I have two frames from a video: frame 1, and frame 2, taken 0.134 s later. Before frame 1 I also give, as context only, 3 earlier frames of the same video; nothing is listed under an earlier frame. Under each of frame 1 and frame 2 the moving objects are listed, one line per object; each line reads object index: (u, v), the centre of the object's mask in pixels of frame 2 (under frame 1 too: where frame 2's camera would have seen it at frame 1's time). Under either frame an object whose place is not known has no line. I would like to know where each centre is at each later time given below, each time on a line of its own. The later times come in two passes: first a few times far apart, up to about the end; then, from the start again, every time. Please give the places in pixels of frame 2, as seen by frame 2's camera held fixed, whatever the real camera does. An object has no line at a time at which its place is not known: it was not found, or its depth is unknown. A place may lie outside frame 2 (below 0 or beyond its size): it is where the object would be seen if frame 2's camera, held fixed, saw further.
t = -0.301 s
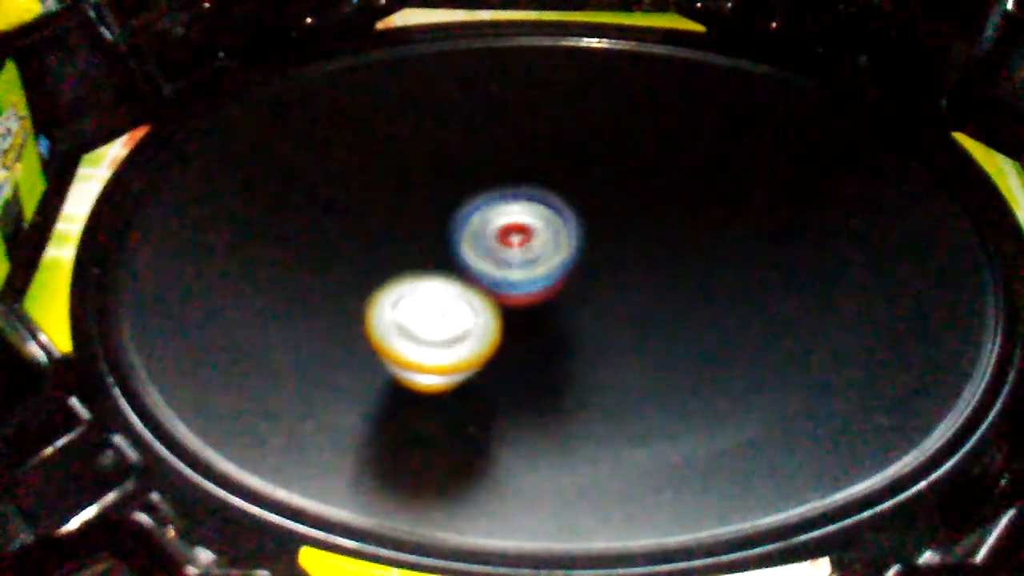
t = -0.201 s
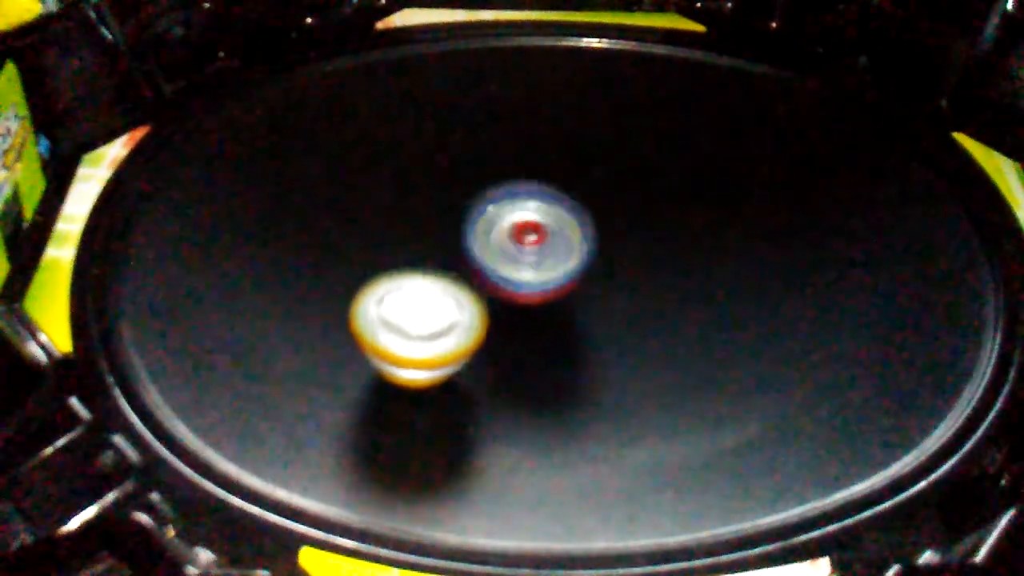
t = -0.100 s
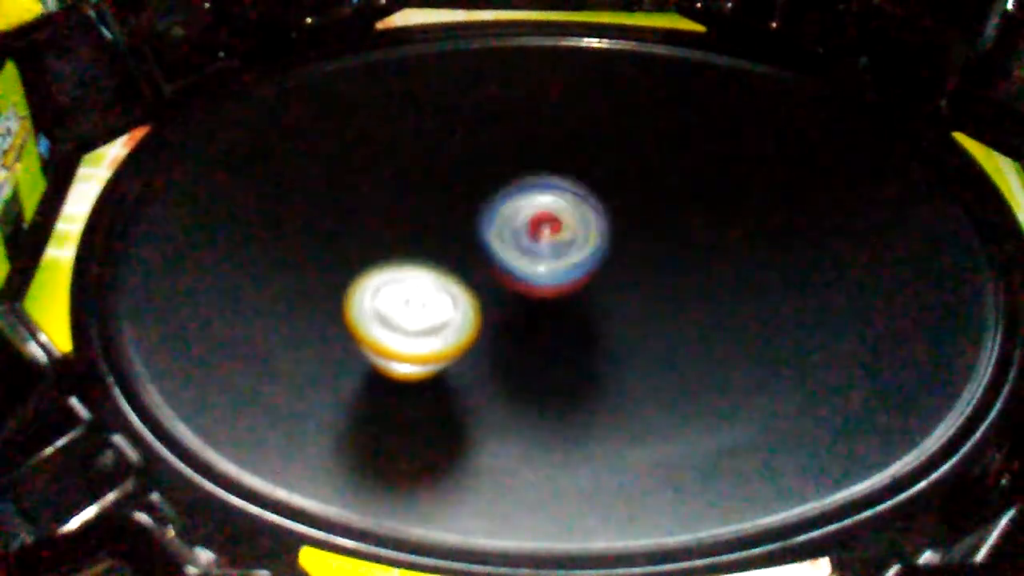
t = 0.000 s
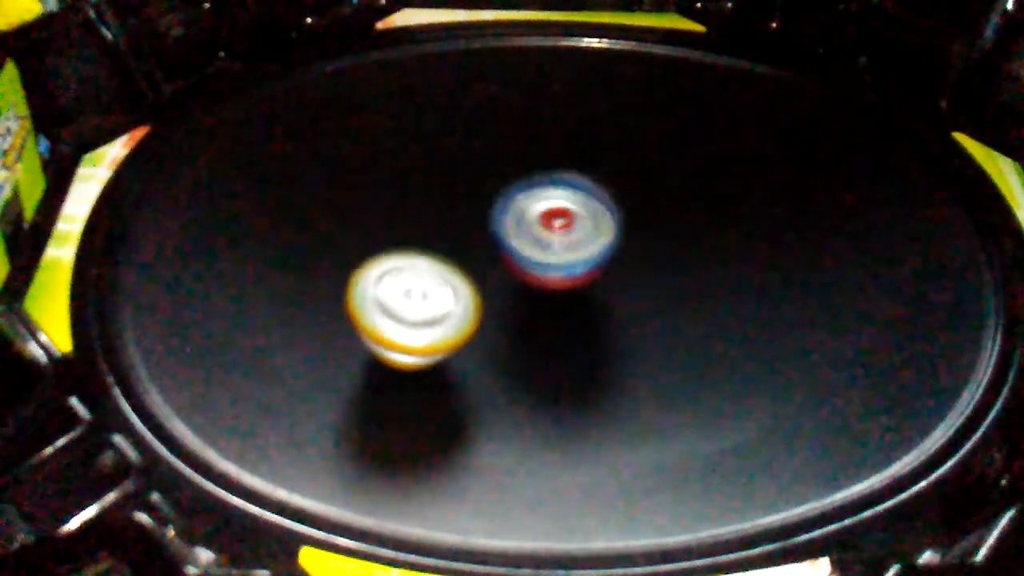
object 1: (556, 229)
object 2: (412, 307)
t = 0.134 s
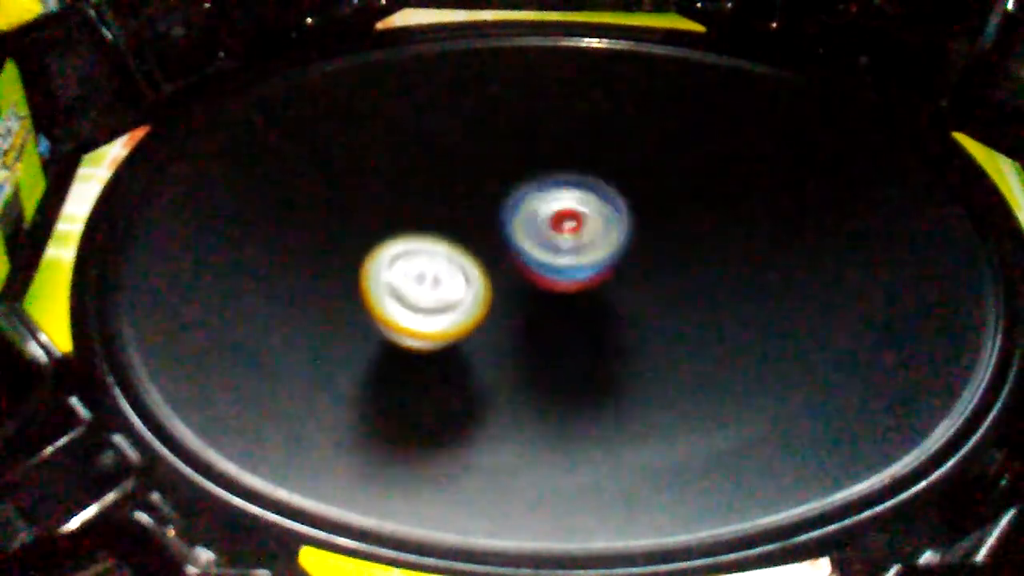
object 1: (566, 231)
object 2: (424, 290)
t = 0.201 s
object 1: (568, 234)
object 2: (434, 281)
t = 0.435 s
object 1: (624, 258)
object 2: (467, 255)
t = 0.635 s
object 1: (662, 275)
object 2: (506, 246)
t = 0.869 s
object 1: (677, 307)
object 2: (534, 238)
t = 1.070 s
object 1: (663, 331)
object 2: (547, 250)
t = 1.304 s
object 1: (597, 355)
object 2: (529, 234)
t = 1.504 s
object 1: (523, 320)
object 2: (517, 212)
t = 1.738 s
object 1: (400, 297)
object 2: (525, 184)
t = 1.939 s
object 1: (389, 311)
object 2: (537, 185)
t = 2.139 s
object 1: (389, 312)
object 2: (542, 211)
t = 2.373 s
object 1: (389, 312)
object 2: (529, 250)
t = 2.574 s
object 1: (383, 310)
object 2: (503, 272)
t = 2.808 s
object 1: (378, 304)
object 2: (509, 275)
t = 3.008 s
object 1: (378, 304)
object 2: (518, 274)
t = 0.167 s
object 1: (570, 233)
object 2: (429, 286)
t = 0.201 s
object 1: (568, 234)
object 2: (434, 281)
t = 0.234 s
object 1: (571, 236)
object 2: (440, 277)
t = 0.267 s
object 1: (570, 238)
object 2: (446, 274)
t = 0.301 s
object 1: (578, 242)
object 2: (447, 269)
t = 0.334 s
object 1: (588, 247)
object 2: (451, 264)
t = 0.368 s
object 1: (600, 250)
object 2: (456, 260)
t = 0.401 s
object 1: (612, 255)
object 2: (462, 257)
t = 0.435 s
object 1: (624, 258)
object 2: (467, 255)
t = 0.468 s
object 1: (634, 259)
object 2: (474, 253)
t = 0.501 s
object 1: (645, 264)
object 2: (480, 251)
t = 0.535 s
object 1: (650, 265)
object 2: (486, 249)
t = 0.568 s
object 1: (657, 269)
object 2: (493, 248)
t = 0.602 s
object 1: (658, 272)
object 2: (499, 247)
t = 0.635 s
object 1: (662, 275)
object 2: (506, 246)
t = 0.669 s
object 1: (662, 279)
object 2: (513, 245)
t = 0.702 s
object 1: (661, 278)
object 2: (520, 244)
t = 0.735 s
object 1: (660, 280)
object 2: (527, 245)
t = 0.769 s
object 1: (658, 283)
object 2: (531, 244)
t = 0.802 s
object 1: (666, 291)
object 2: (532, 241)
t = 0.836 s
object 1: (673, 300)
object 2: (532, 238)
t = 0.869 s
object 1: (677, 307)
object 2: (534, 238)
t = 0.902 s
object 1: (681, 312)
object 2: (537, 240)
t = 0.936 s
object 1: (683, 319)
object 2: (540, 241)
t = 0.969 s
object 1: (682, 324)
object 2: (542, 243)
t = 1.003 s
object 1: (681, 328)
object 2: (544, 245)
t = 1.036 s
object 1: (674, 332)
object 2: (545, 248)
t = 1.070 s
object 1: (663, 331)
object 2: (547, 250)
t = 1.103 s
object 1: (658, 329)
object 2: (547, 253)
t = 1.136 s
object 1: (649, 329)
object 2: (547, 256)
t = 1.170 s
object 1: (636, 336)
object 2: (543, 250)
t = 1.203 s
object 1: (625, 346)
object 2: (540, 243)
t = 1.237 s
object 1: (613, 352)
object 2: (535, 237)
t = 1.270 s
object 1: (604, 355)
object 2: (533, 235)
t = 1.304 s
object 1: (597, 355)
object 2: (529, 234)
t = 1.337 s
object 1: (588, 350)
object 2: (526, 232)
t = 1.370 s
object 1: (579, 346)
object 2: (523, 230)
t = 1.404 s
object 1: (571, 337)
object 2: (519, 228)
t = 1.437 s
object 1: (555, 330)
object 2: (518, 225)
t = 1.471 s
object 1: (541, 326)
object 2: (516, 218)
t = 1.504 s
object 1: (523, 320)
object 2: (517, 212)
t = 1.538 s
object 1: (502, 316)
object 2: (521, 207)
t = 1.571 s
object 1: (486, 309)
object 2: (521, 202)
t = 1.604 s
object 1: (467, 302)
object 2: (520, 197)
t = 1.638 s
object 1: (447, 297)
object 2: (521, 194)
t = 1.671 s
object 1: (426, 294)
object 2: (522, 190)
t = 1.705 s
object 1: (410, 294)
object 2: (523, 186)
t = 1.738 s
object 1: (400, 297)
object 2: (525, 184)
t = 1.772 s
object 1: (395, 301)
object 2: (527, 182)
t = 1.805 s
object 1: (392, 304)
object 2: (528, 181)
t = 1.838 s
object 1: (391, 306)
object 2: (531, 181)
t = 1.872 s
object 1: (390, 308)
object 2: (533, 181)
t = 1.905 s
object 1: (390, 309)
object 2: (535, 183)
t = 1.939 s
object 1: (389, 311)
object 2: (537, 185)
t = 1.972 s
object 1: (388, 312)
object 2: (539, 188)
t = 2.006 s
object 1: (388, 314)
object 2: (540, 192)
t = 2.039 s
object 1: (388, 314)
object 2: (541, 196)
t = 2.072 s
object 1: (388, 312)
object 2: (543, 201)
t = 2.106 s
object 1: (389, 312)
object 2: (543, 206)
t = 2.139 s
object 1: (389, 312)
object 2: (542, 211)
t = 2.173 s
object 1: (389, 312)
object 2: (544, 216)
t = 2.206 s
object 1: (389, 312)
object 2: (543, 222)
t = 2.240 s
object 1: (389, 312)
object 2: (542, 228)
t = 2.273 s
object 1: (389, 312)
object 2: (540, 233)
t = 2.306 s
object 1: (389, 312)
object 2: (537, 239)
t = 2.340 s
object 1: (389, 312)
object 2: (533, 244)
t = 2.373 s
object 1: (389, 312)
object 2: (529, 250)
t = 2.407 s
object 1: (389, 312)
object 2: (522, 254)
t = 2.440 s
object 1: (389, 312)
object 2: (515, 259)
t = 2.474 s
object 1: (389, 312)
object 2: (508, 264)
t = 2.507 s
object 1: (388, 312)
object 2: (502, 267)
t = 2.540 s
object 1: (384, 311)
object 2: (502, 269)
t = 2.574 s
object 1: (383, 310)
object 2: (503, 272)
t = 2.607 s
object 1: (381, 309)
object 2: (503, 273)
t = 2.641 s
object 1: (380, 307)
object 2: (502, 274)
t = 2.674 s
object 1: (377, 306)
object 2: (504, 275)
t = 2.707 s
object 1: (377, 304)
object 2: (504, 275)
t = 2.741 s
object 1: (377, 304)
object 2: (505, 275)
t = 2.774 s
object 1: (377, 304)
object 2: (508, 276)
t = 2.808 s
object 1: (378, 304)
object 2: (509, 275)
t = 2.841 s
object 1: (377, 304)
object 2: (510, 276)
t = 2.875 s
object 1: (378, 304)
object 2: (513, 276)
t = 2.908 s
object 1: (377, 304)
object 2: (514, 276)
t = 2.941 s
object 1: (378, 304)
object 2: (515, 276)
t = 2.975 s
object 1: (378, 304)
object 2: (517, 275)
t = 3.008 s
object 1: (378, 304)
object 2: (518, 274)
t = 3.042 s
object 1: (377, 304)
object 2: (520, 274)
